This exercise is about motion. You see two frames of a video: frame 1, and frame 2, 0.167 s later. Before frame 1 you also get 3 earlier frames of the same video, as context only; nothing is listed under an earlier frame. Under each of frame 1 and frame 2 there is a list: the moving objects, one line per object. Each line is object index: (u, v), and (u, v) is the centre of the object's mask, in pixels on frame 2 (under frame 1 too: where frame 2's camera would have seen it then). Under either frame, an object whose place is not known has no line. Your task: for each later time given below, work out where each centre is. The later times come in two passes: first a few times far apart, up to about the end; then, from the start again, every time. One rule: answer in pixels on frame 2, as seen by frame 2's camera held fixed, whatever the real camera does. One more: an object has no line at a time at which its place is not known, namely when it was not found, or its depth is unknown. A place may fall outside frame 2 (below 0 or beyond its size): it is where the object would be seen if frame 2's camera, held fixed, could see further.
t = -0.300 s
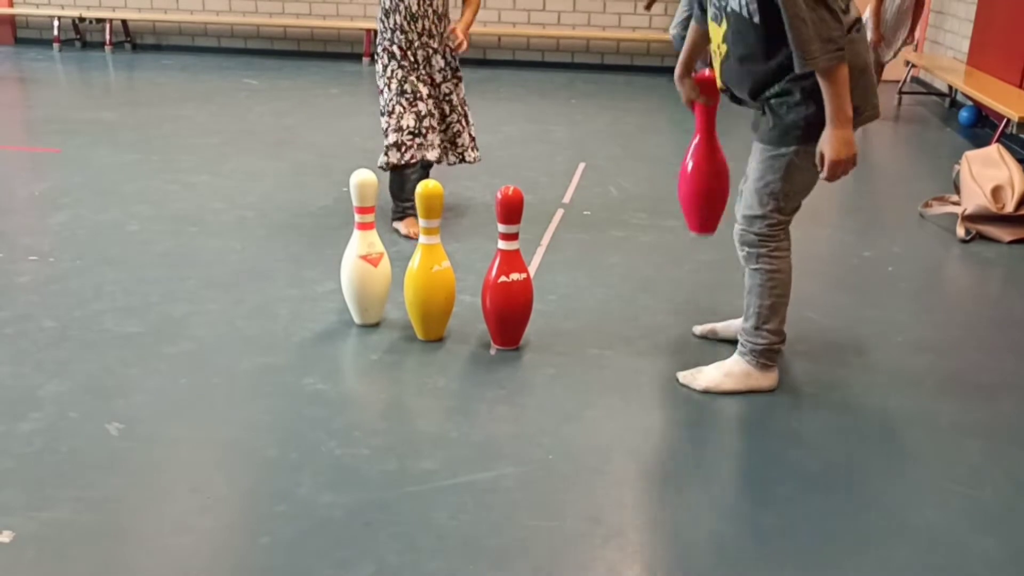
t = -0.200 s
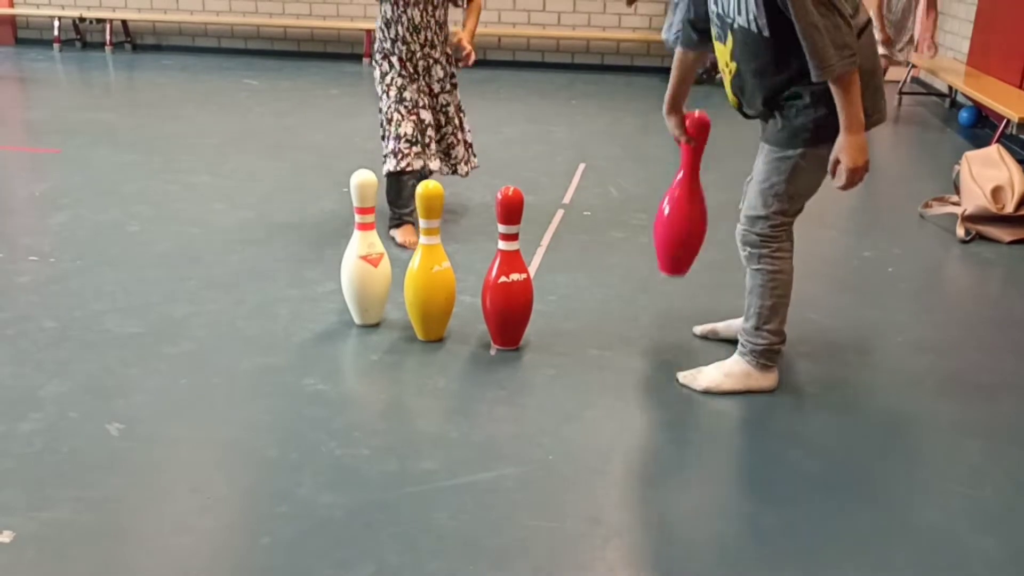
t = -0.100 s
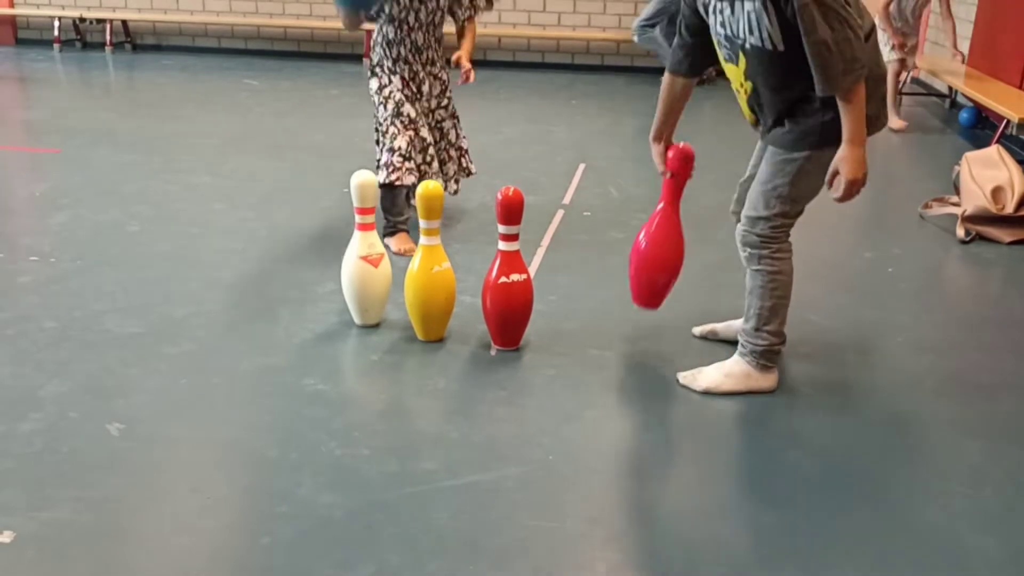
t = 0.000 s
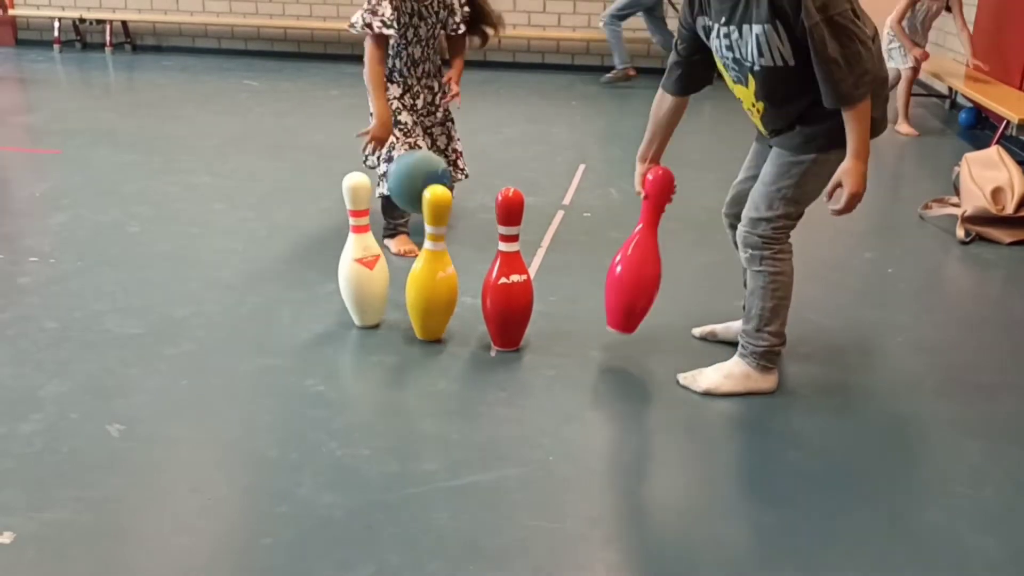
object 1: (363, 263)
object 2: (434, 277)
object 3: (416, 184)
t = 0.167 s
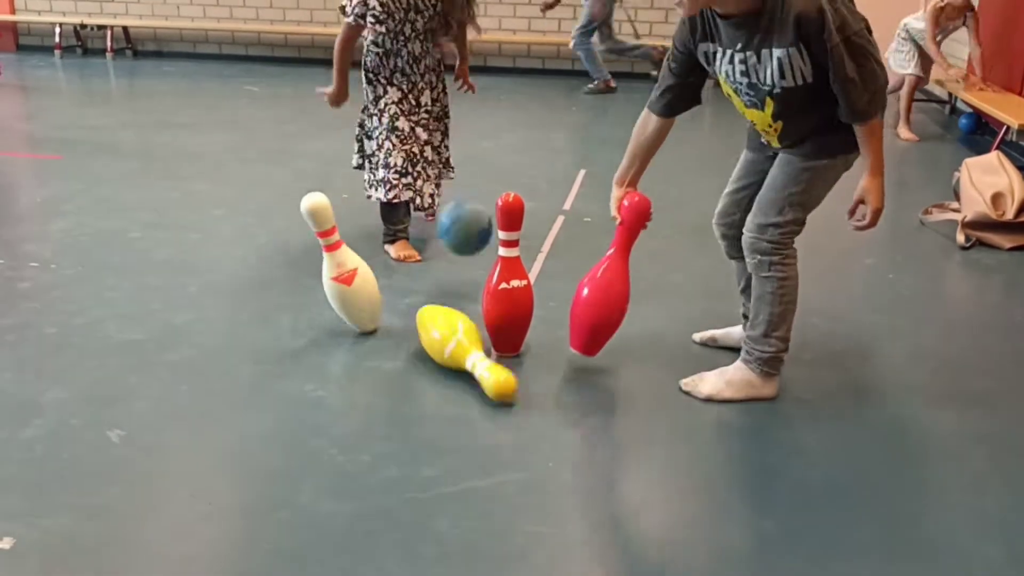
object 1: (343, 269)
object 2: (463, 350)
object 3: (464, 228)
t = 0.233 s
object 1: (332, 275)
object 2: (471, 339)
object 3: (474, 259)
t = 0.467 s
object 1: (279, 322)
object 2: (487, 374)
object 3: (519, 179)
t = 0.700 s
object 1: (252, 339)
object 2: (486, 384)
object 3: (547, 173)
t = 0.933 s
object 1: (248, 345)
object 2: (479, 387)
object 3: (569, 164)
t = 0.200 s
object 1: (337, 272)
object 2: (466, 341)
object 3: (471, 246)
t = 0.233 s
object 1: (332, 275)
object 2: (471, 339)
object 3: (474, 259)
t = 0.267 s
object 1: (324, 281)
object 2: (474, 341)
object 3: (479, 235)
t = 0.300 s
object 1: (317, 289)
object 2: (478, 345)
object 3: (483, 218)
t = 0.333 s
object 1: (308, 300)
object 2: (481, 352)
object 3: (489, 200)
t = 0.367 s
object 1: (298, 316)
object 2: (484, 364)
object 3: (500, 187)
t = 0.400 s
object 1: (291, 330)
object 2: (487, 374)
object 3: (507, 182)
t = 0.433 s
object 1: (285, 324)
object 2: (487, 375)
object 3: (514, 179)
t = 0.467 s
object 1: (279, 322)
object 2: (487, 374)
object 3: (519, 179)
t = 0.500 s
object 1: (273, 324)
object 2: (487, 373)
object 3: (524, 183)
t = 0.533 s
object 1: (268, 324)
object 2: (487, 374)
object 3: (530, 189)
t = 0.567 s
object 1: (264, 329)
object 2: (486, 377)
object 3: (535, 199)
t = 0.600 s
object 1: (261, 335)
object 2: (486, 380)
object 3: (539, 207)
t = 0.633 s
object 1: (257, 341)
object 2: (486, 383)
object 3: (539, 192)
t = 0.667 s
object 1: (255, 339)
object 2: (487, 384)
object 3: (543, 182)
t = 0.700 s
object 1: (252, 339)
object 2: (486, 384)
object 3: (547, 173)
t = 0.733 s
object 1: (251, 340)
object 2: (485, 385)
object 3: (550, 169)
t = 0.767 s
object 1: (251, 342)
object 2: (484, 386)
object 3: (553, 167)
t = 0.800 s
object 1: (250, 343)
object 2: (483, 386)
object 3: (557, 169)
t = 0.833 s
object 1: (248, 344)
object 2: (482, 387)
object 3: (560, 174)
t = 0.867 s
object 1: (248, 344)
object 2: (481, 387)
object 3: (563, 181)
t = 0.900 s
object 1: (248, 344)
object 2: (480, 387)
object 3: (566, 172)
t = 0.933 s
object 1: (248, 345)
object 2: (479, 387)
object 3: (569, 164)
